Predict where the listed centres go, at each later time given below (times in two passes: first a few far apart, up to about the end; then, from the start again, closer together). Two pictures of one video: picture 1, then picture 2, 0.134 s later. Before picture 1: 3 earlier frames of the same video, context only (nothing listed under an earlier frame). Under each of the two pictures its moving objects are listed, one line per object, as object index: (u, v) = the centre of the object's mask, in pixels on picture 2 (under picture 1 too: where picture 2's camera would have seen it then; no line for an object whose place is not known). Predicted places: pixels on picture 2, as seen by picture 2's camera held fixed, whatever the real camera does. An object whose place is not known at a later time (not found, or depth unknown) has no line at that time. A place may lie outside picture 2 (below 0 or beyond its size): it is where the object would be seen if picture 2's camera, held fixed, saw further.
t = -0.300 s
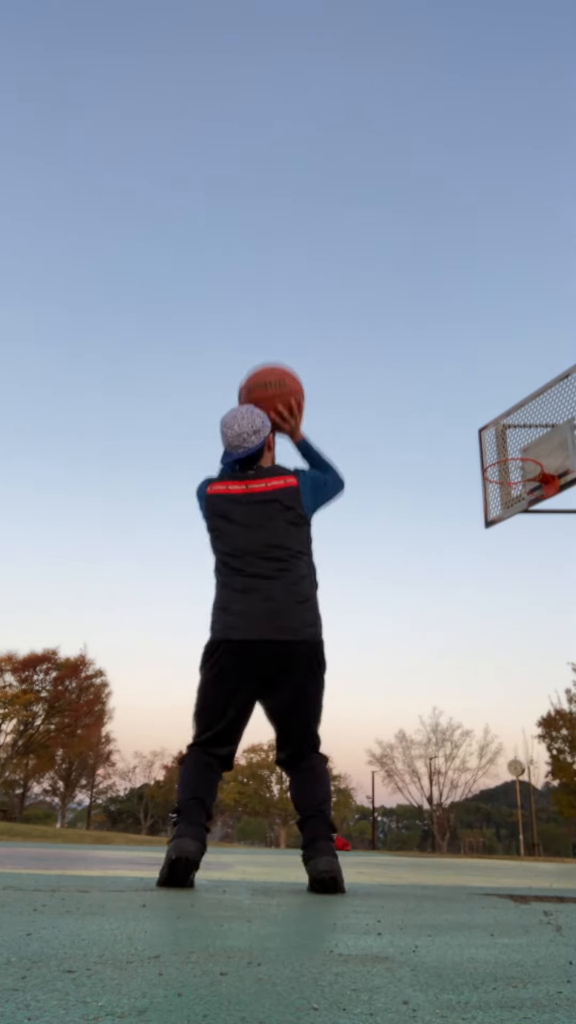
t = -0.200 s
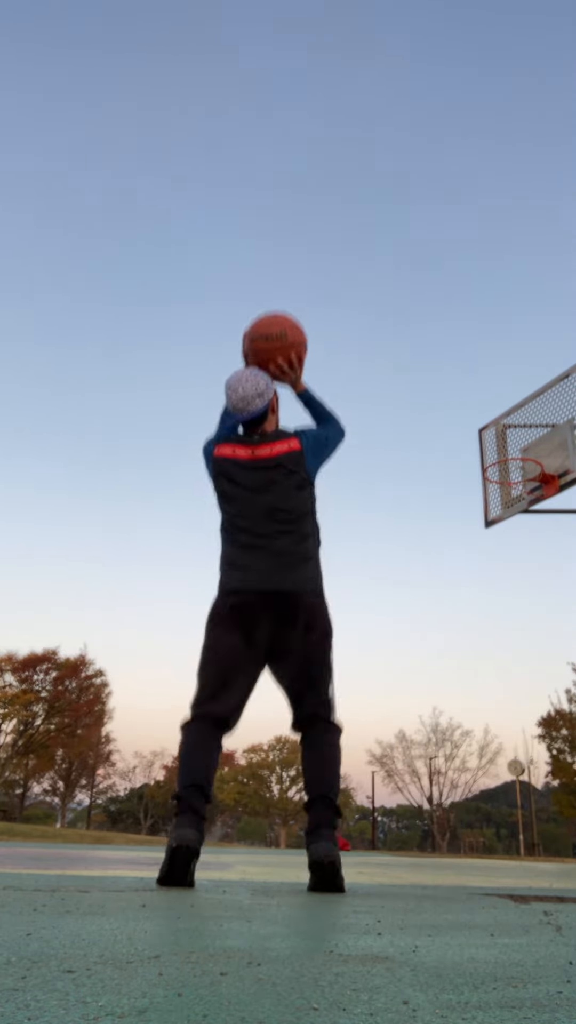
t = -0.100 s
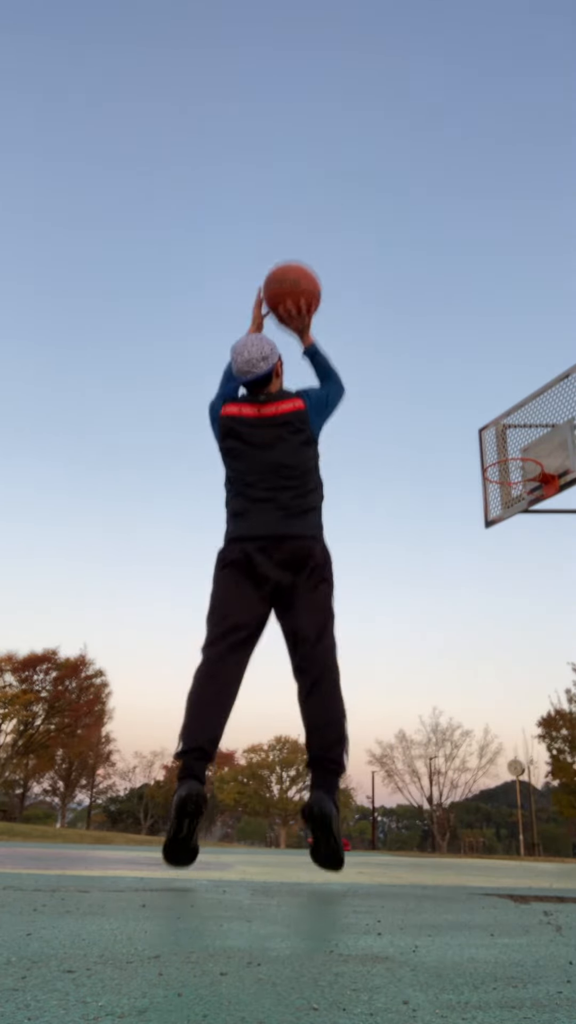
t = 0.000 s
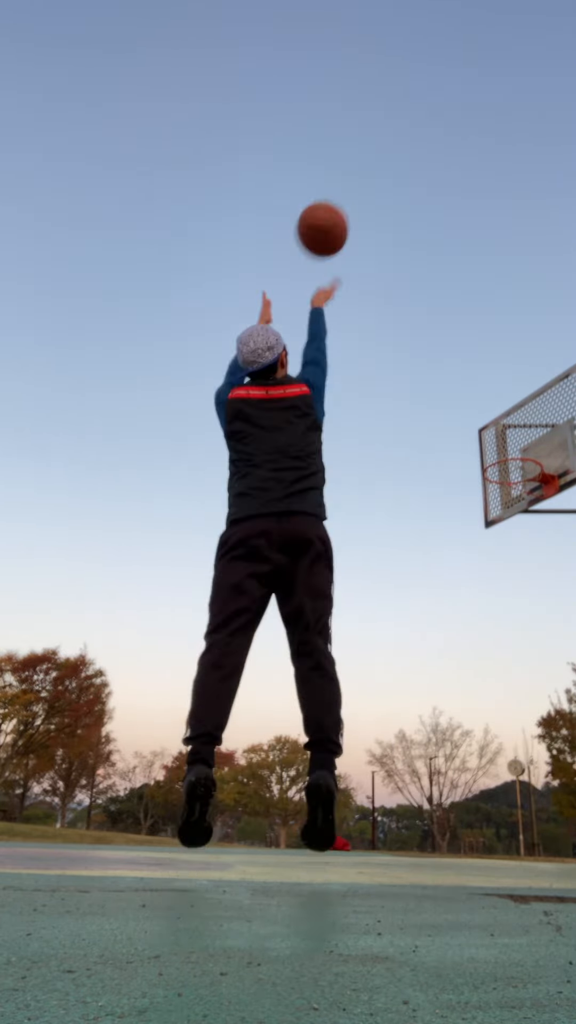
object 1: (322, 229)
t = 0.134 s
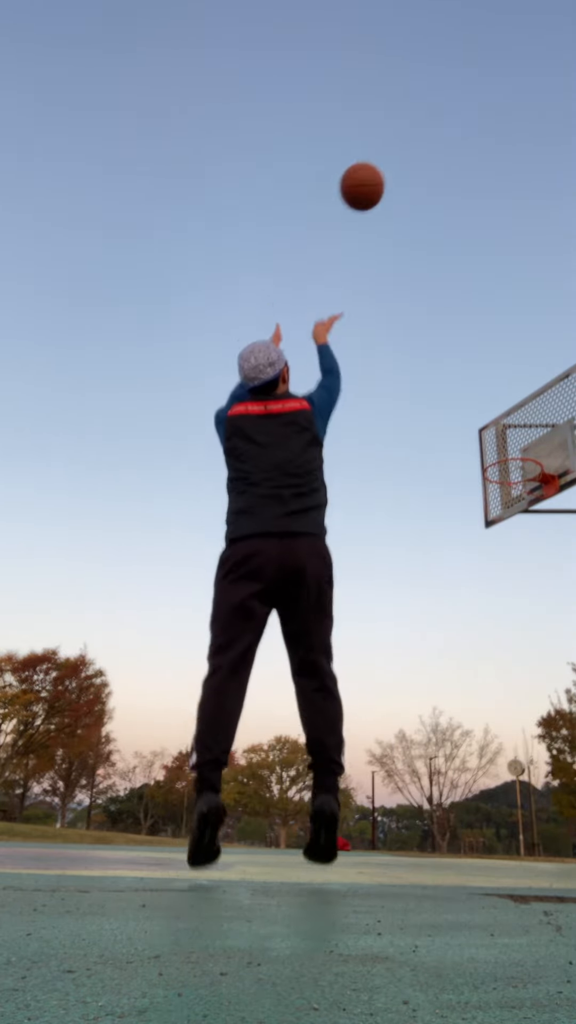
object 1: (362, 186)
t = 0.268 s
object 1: (391, 176)
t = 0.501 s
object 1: (430, 205)
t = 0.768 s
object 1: (465, 294)
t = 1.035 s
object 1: (498, 434)
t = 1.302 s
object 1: (493, 420)
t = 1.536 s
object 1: (488, 448)
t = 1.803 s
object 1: (467, 503)
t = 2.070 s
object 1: (449, 651)
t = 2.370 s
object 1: (426, 769)
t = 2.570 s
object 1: (403, 663)
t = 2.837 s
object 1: (376, 619)
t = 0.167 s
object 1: (370, 181)
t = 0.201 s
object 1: (378, 178)
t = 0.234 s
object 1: (385, 176)
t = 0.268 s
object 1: (391, 176)
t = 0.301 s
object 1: (398, 177)
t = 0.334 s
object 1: (404, 179)
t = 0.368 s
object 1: (409, 182)
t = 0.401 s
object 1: (415, 186)
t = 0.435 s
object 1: (420, 191)
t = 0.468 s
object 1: (425, 198)
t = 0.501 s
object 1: (430, 205)
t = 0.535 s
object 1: (435, 212)
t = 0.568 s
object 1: (440, 222)
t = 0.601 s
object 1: (444, 231)
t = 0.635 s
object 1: (449, 242)
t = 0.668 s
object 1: (453, 254)
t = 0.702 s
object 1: (457, 266)
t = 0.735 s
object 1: (462, 280)
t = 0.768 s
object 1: (465, 294)
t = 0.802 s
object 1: (470, 309)
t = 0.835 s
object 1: (474, 324)
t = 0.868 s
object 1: (478, 341)
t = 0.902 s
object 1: (482, 358)
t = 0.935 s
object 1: (486, 376)
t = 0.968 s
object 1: (490, 395)
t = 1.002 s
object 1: (494, 414)
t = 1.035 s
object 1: (498, 434)
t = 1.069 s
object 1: (500, 448)
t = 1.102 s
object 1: (500, 440)
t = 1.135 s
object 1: (498, 434)
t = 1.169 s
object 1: (497, 429)
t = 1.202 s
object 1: (496, 425)
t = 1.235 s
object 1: (495, 422)
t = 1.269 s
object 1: (494, 421)
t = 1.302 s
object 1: (493, 420)
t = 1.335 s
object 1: (492, 421)
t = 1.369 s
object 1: (492, 423)
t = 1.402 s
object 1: (491, 425)
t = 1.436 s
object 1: (490, 430)
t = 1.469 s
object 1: (490, 435)
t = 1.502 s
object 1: (489, 441)
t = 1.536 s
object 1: (488, 448)
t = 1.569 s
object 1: (486, 452)
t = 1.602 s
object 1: (483, 456)
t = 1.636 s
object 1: (481, 460)
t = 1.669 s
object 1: (478, 466)
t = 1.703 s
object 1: (475, 474)
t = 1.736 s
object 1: (473, 482)
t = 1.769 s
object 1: (470, 492)
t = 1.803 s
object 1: (467, 503)
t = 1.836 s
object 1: (465, 516)
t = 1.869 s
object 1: (462, 530)
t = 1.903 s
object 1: (460, 546)
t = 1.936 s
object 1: (457, 564)
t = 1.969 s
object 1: (455, 583)
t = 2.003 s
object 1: (453, 604)
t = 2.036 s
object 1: (451, 627)
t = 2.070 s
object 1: (449, 651)
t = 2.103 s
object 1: (448, 679)
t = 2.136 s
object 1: (446, 708)
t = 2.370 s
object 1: (426, 769)
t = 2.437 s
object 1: (418, 725)
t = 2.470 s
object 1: (414, 707)
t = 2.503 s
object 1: (410, 691)
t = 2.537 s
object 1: (407, 676)
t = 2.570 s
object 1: (403, 663)
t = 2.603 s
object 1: (400, 652)
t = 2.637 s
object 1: (396, 642)
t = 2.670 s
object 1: (393, 635)
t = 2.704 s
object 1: (390, 629)
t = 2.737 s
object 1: (386, 624)
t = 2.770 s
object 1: (383, 621)
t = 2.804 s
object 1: (380, 619)
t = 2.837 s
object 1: (376, 619)
